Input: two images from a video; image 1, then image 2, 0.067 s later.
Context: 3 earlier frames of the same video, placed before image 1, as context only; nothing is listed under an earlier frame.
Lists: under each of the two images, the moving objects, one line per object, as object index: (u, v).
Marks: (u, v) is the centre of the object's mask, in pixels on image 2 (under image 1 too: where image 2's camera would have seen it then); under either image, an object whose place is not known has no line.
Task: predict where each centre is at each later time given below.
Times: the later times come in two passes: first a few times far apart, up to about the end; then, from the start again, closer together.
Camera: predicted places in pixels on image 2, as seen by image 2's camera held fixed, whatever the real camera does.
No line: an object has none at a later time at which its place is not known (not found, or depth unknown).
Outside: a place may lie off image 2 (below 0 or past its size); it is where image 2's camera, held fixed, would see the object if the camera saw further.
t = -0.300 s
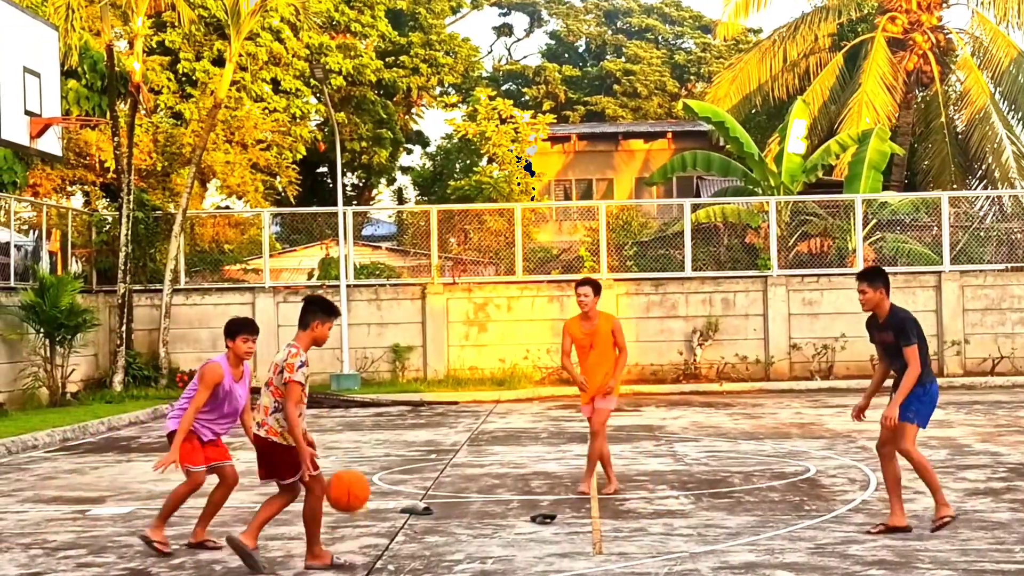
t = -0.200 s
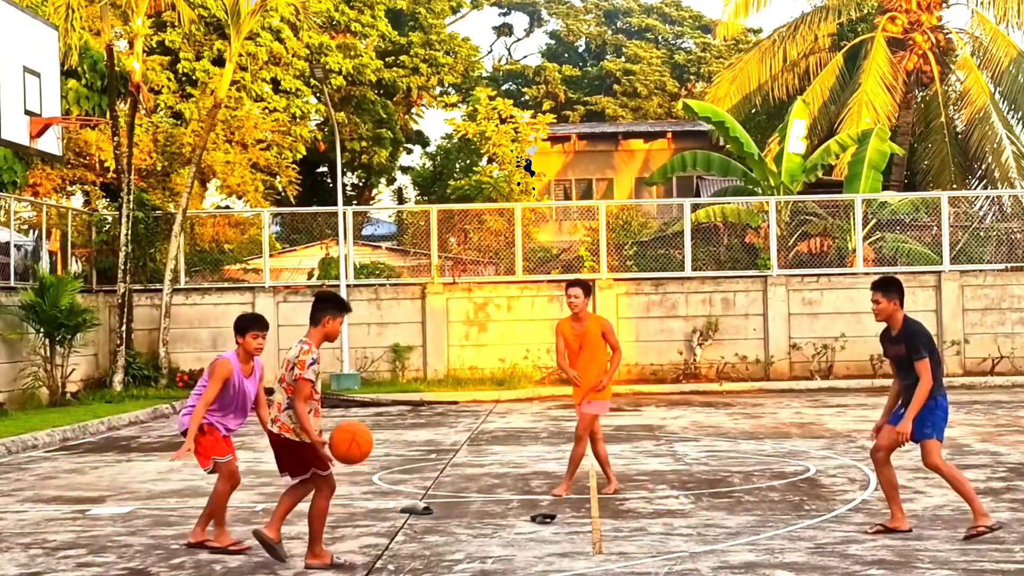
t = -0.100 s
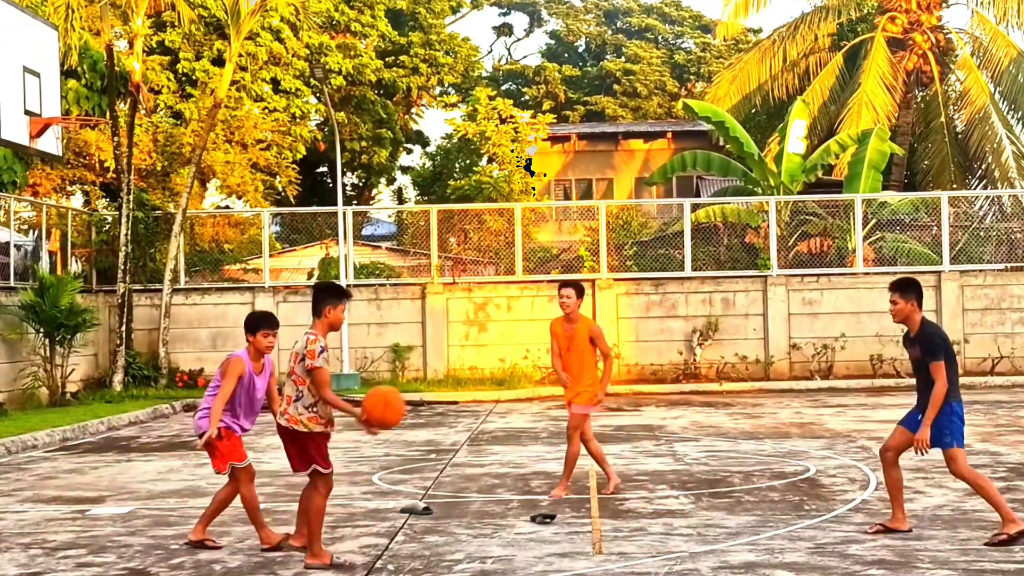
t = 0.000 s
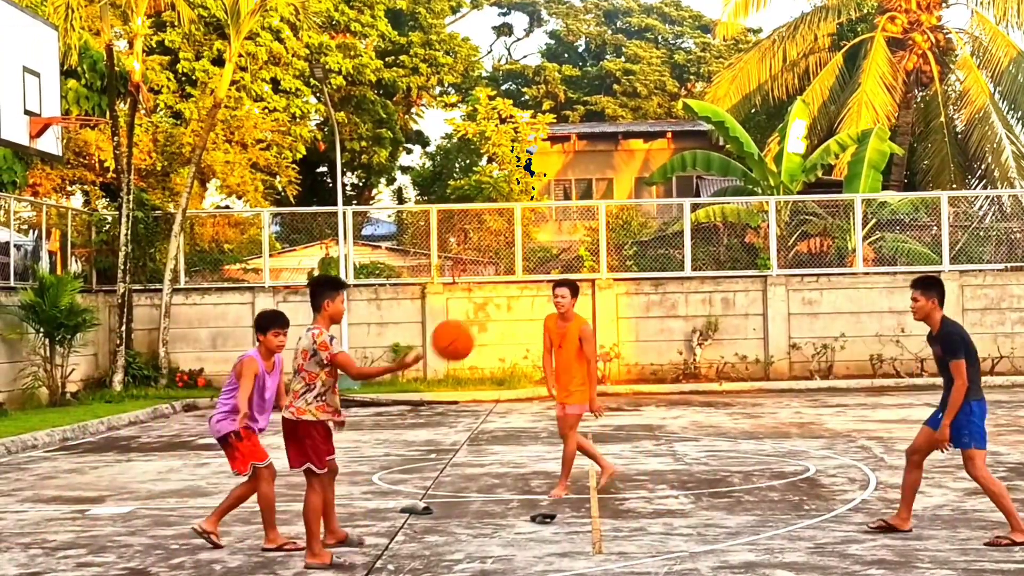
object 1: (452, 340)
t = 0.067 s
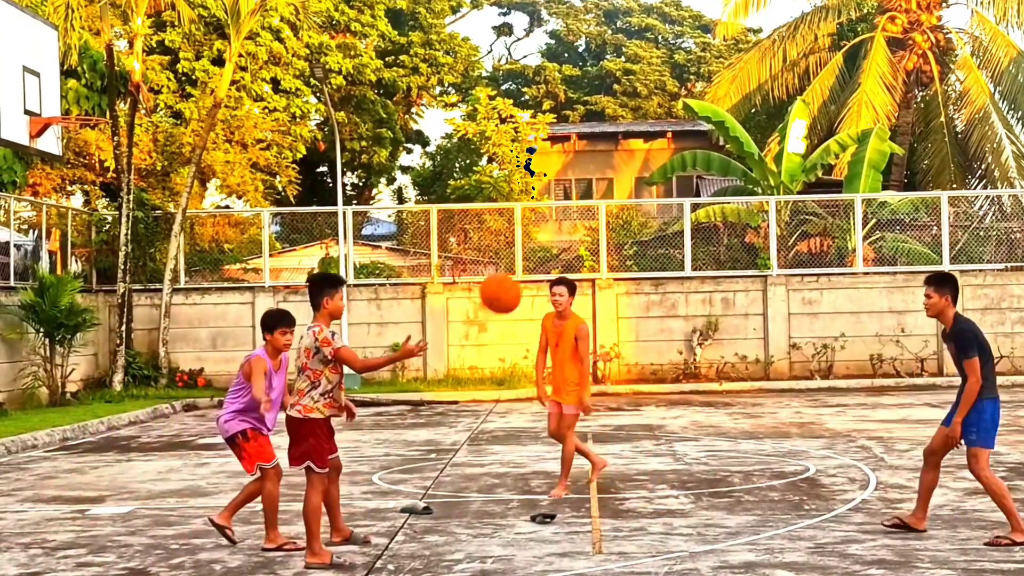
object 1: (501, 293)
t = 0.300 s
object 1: (663, 192)
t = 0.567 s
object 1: (840, 195)
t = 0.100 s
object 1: (525, 272)
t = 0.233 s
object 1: (618, 212)
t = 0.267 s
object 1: (640, 201)
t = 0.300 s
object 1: (663, 192)
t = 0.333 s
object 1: (686, 186)
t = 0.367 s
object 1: (708, 182)
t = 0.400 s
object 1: (730, 179)
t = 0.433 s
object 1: (753, 179)
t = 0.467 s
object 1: (775, 180)
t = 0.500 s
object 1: (797, 183)
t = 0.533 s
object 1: (819, 188)
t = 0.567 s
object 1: (840, 195)
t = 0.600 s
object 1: (862, 204)
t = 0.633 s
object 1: (884, 215)
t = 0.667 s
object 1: (905, 227)
